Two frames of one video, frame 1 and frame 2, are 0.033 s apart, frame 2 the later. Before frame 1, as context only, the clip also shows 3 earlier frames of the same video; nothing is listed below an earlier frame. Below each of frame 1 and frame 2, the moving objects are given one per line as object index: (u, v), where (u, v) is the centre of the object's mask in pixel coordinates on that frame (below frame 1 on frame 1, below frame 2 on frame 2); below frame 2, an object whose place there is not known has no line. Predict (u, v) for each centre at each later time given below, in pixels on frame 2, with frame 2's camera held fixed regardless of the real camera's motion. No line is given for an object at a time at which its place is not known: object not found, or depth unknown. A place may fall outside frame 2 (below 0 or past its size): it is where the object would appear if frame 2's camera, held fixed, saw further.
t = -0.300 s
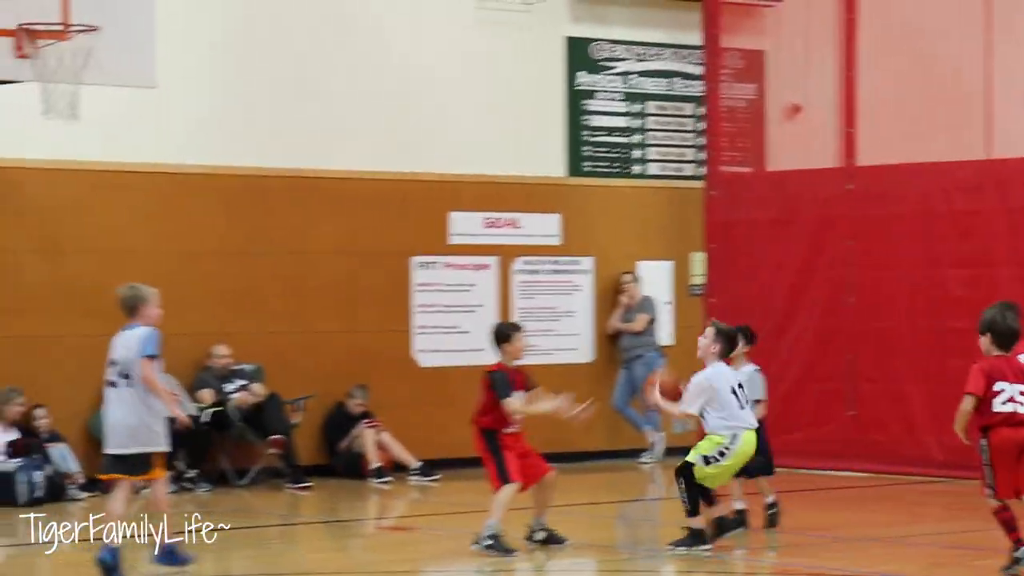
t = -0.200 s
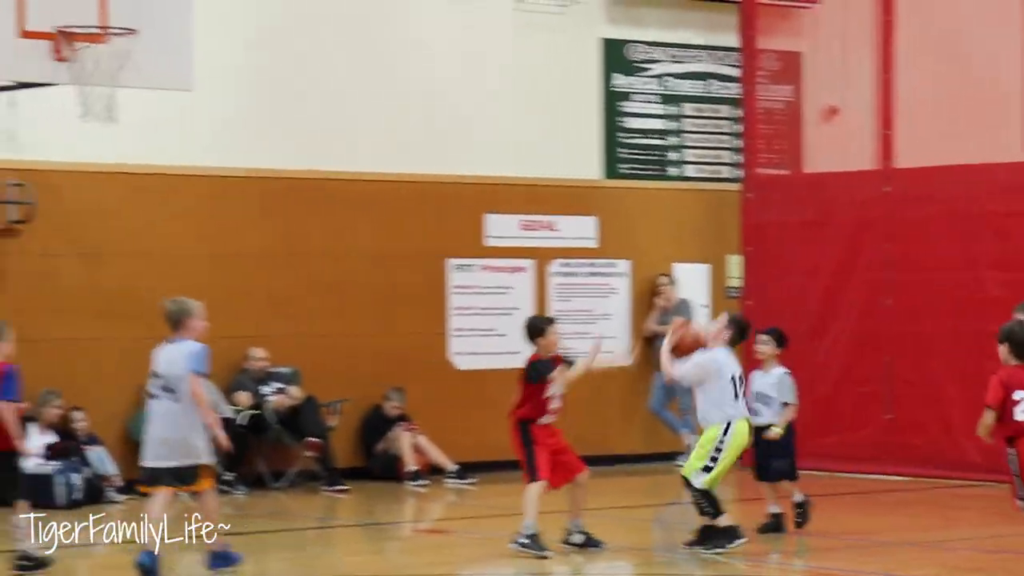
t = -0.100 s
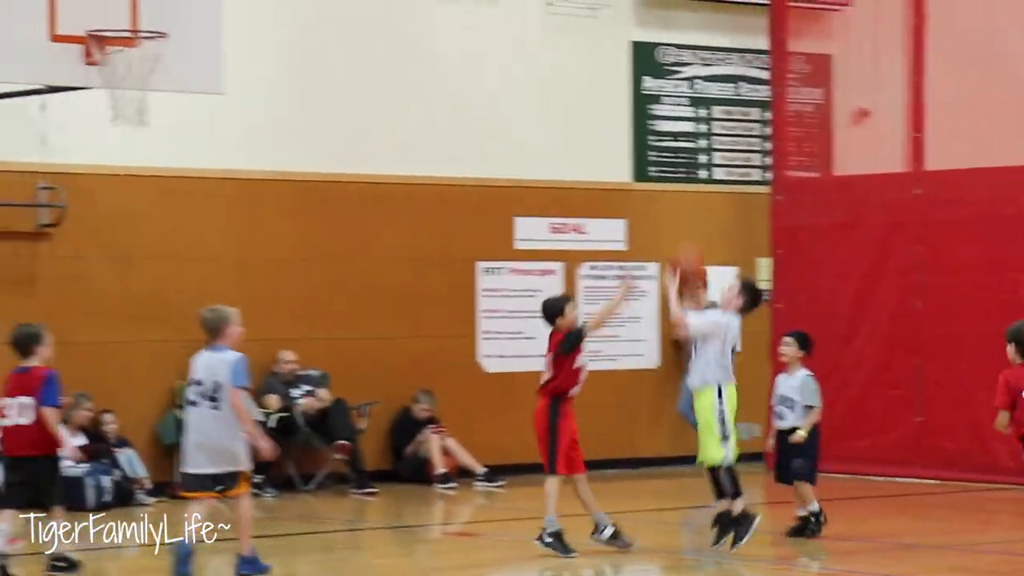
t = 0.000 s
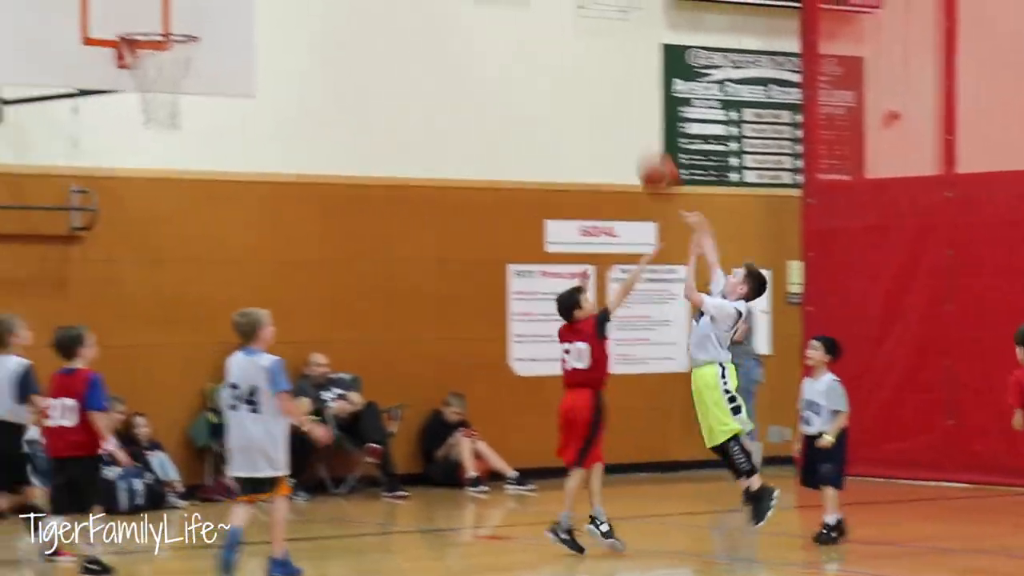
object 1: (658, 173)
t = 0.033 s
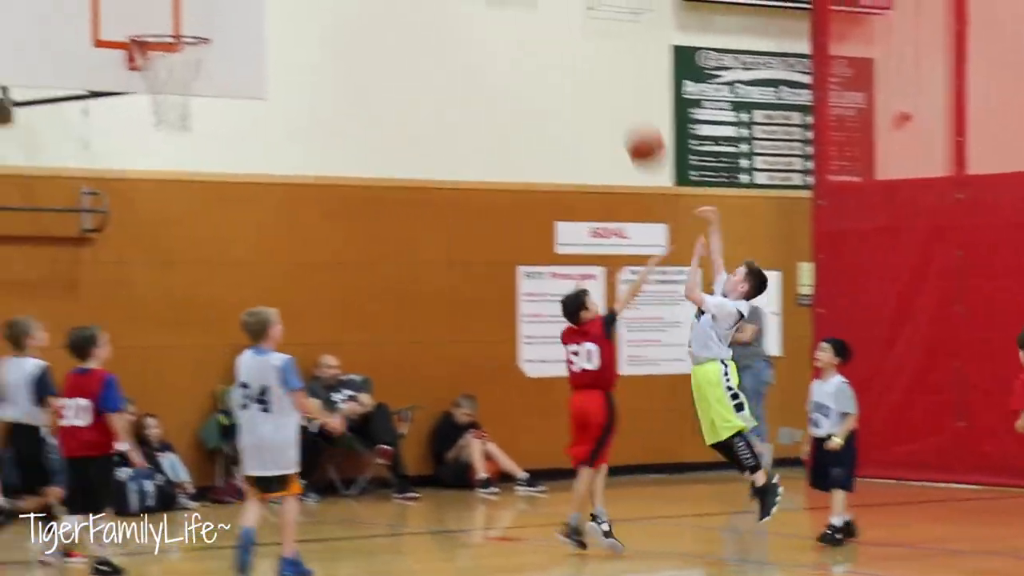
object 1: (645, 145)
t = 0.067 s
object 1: (621, 119)
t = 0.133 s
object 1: (577, 73)
